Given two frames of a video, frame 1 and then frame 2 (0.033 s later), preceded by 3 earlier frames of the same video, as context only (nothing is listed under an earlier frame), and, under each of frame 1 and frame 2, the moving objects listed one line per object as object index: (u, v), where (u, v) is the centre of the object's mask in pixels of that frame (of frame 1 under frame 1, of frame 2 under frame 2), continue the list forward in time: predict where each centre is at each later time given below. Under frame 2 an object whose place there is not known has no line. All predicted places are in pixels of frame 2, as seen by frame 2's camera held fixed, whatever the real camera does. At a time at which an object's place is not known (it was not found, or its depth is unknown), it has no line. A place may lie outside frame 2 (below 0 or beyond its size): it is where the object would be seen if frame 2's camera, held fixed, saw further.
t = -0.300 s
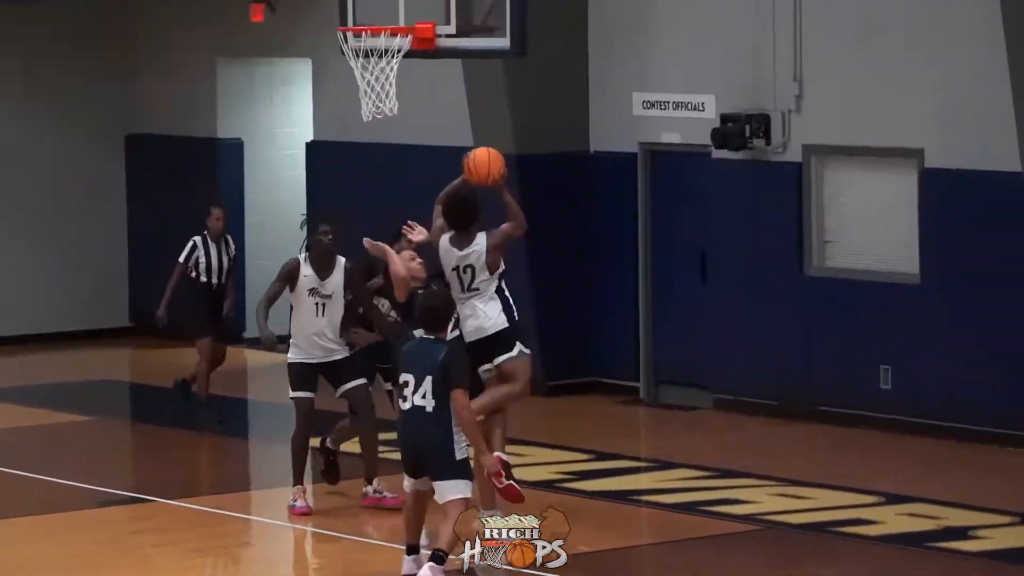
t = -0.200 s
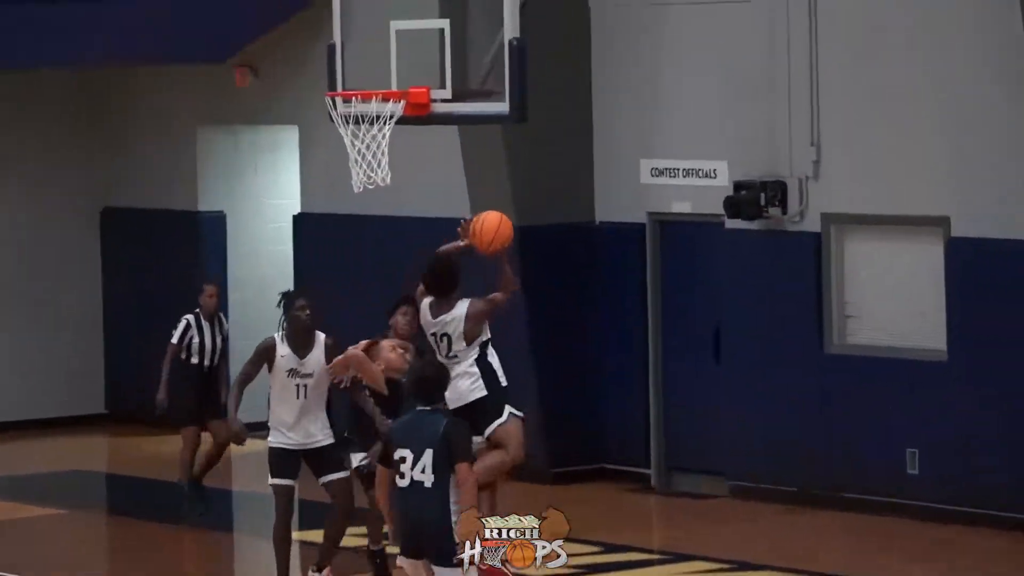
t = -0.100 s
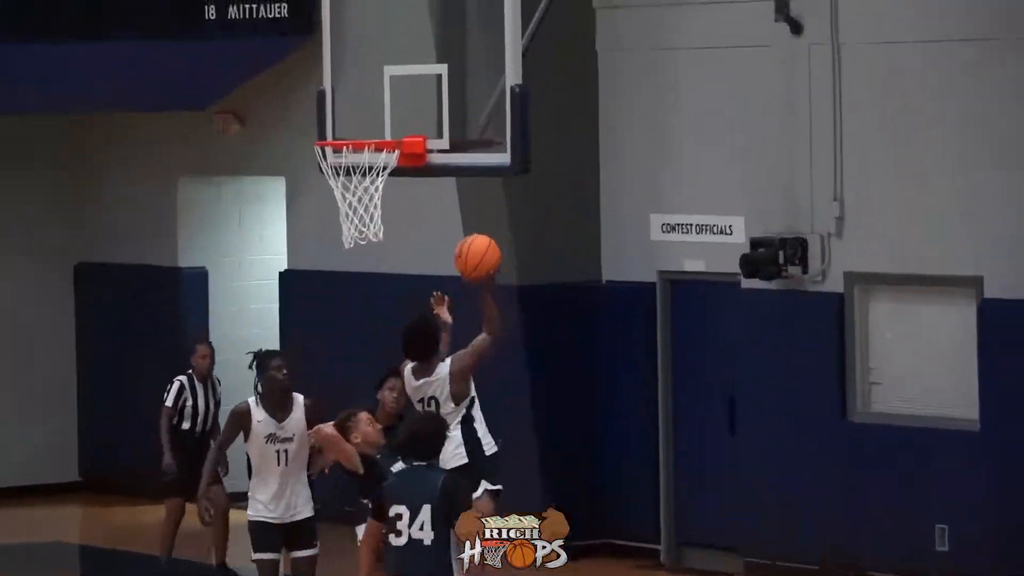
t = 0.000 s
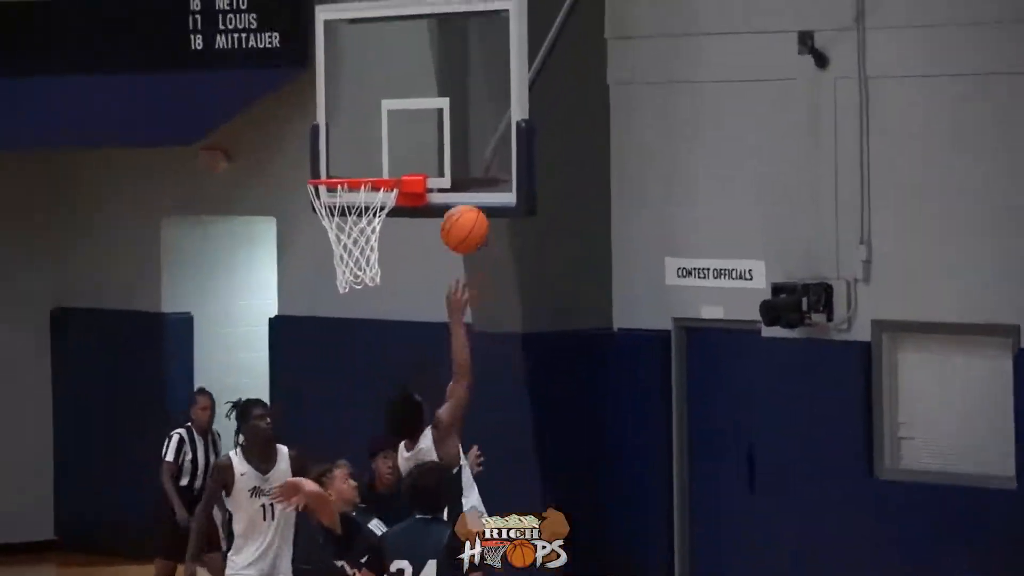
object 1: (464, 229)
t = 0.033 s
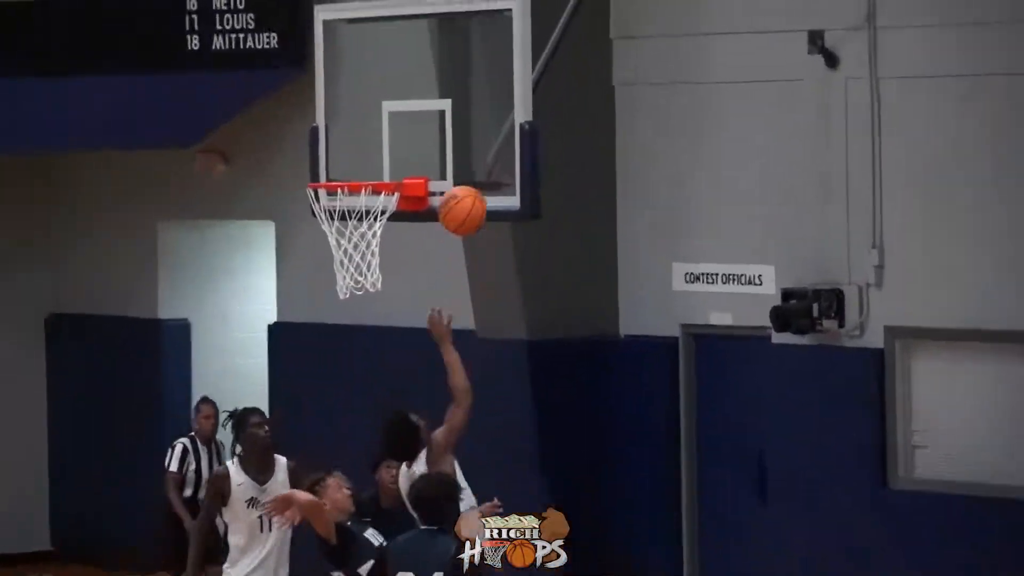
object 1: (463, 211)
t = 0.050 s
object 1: (461, 200)
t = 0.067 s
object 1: (460, 190)
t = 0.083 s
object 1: (457, 179)
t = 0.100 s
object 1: (455, 171)
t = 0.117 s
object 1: (452, 162)
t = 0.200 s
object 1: (438, 135)
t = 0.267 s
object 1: (408, 131)
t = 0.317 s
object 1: (386, 134)
